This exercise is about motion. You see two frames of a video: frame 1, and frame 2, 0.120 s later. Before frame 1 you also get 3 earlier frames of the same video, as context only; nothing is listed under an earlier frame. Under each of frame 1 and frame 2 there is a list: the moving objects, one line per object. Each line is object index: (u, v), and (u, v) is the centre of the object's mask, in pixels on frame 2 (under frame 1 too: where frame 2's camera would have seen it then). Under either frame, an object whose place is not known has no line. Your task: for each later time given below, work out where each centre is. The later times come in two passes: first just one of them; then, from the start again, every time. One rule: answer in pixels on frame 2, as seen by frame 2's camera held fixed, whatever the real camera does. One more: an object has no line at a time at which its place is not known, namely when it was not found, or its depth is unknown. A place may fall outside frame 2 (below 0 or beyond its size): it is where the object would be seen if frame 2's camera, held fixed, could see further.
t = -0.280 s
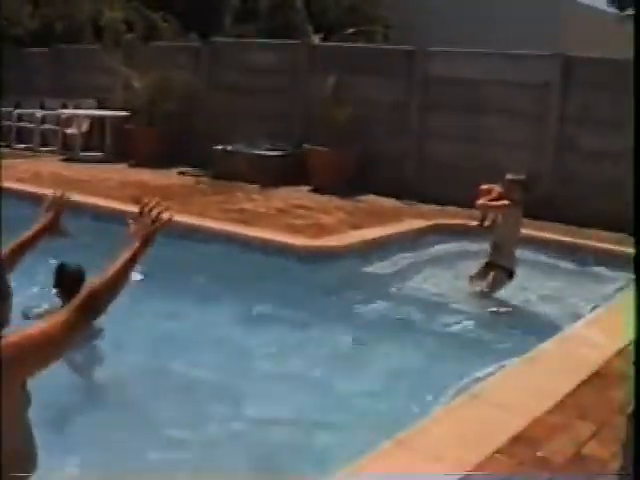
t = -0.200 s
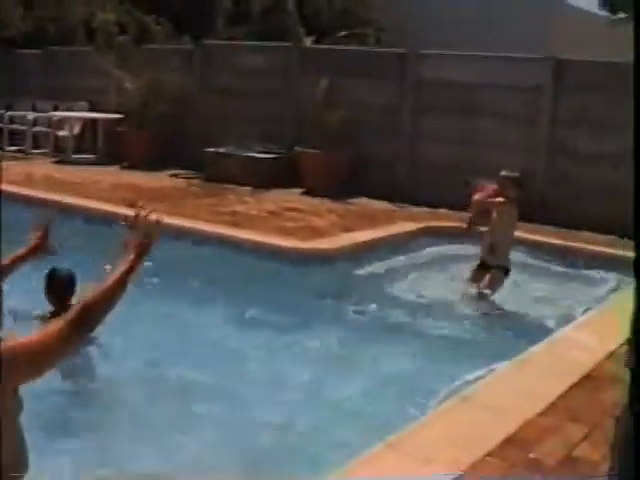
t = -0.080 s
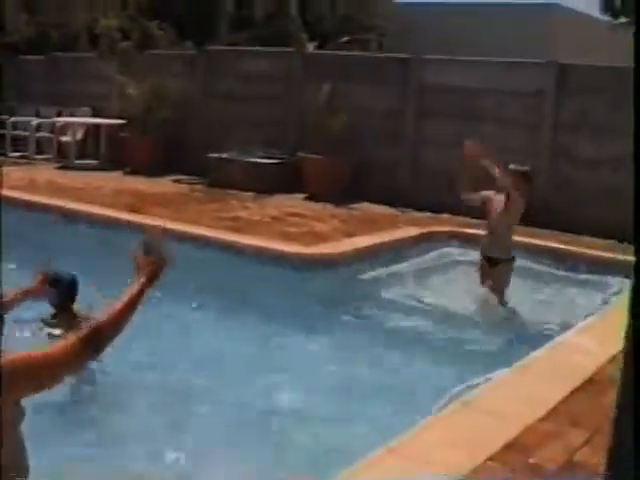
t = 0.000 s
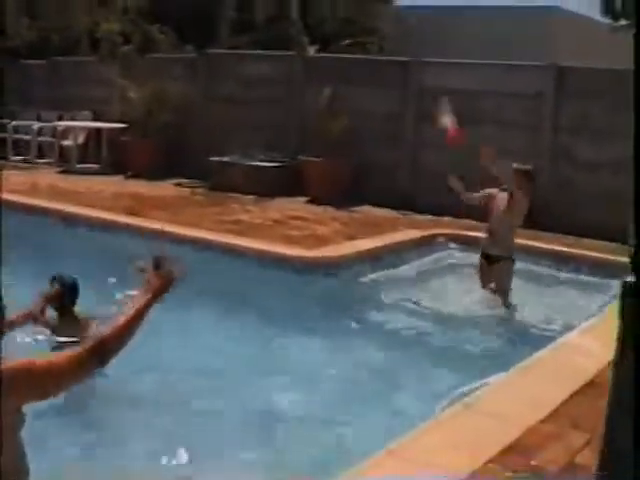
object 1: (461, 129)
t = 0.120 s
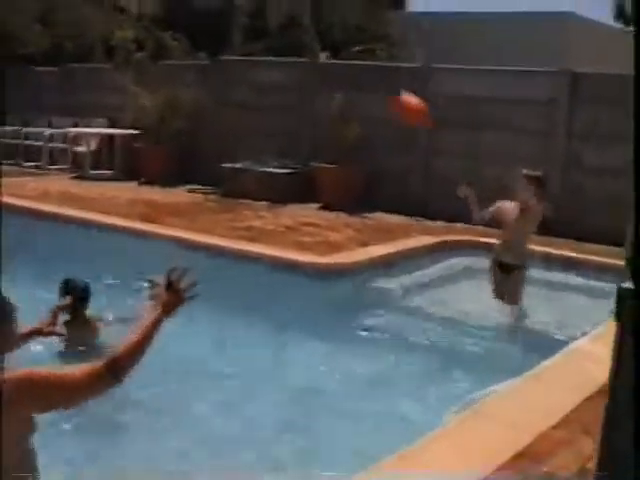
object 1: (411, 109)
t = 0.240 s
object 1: (353, 111)
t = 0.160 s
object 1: (395, 108)
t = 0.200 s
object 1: (374, 104)
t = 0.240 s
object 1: (353, 111)
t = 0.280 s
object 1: (329, 115)
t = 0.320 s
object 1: (304, 125)
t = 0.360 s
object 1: (276, 139)
